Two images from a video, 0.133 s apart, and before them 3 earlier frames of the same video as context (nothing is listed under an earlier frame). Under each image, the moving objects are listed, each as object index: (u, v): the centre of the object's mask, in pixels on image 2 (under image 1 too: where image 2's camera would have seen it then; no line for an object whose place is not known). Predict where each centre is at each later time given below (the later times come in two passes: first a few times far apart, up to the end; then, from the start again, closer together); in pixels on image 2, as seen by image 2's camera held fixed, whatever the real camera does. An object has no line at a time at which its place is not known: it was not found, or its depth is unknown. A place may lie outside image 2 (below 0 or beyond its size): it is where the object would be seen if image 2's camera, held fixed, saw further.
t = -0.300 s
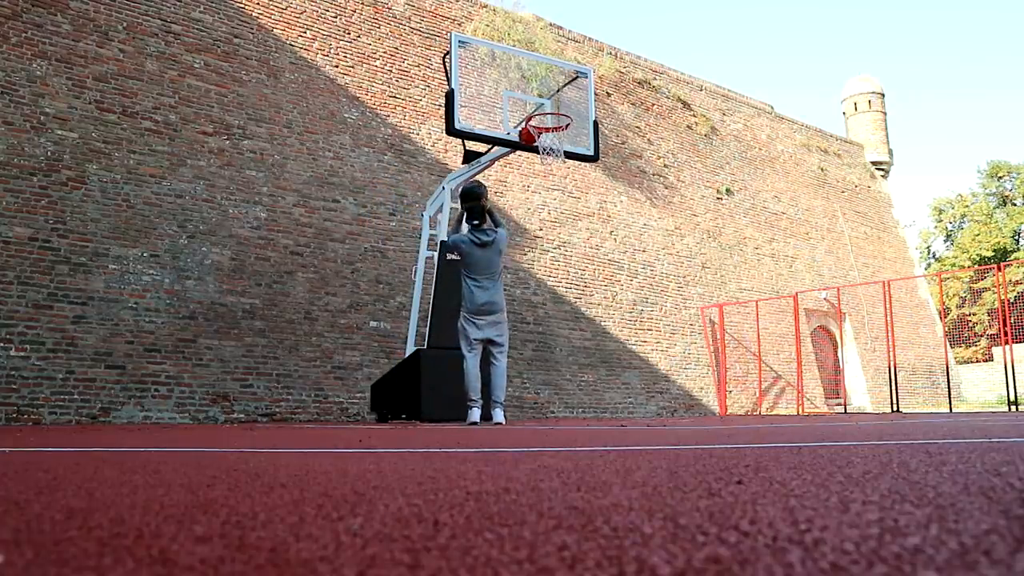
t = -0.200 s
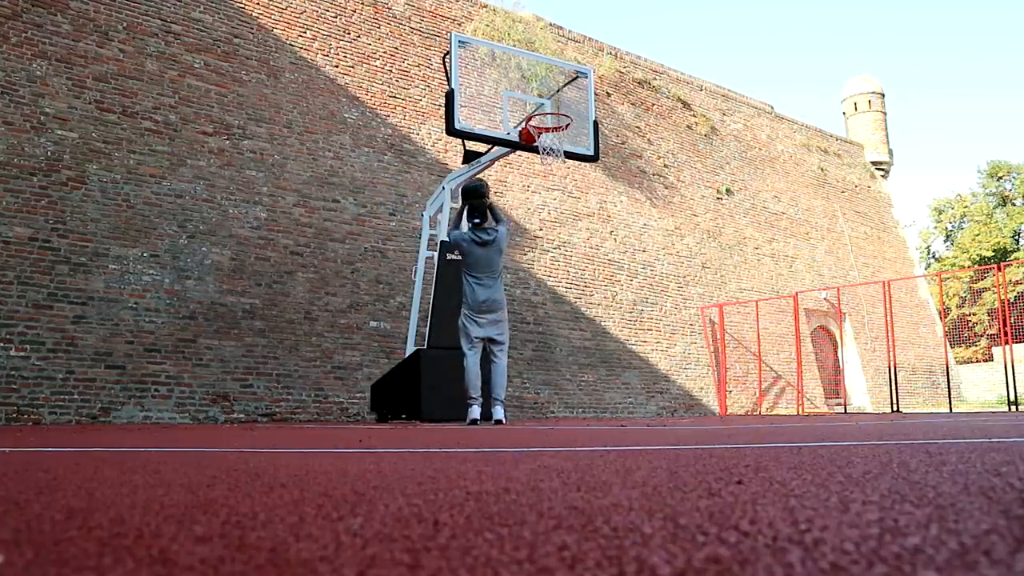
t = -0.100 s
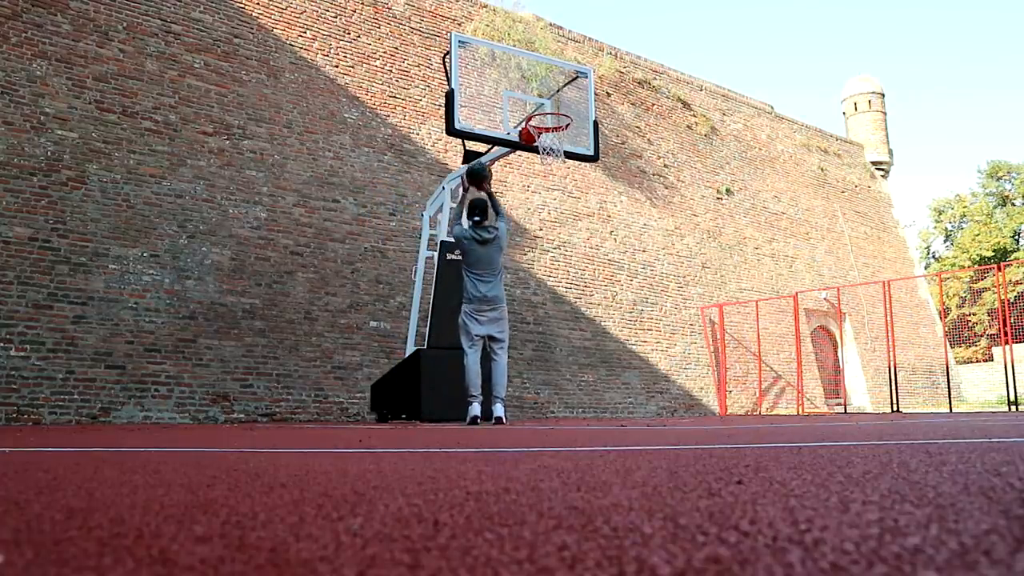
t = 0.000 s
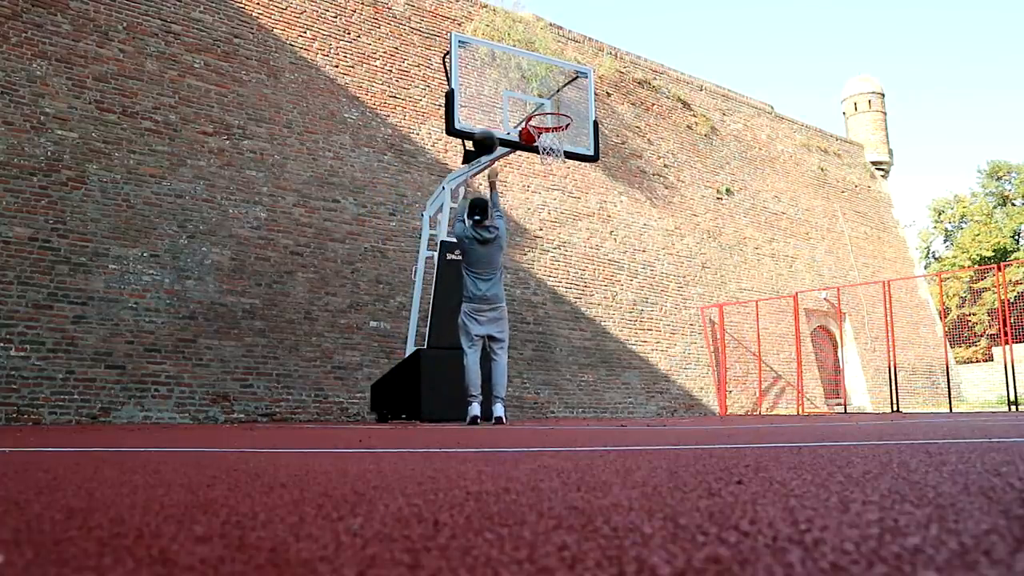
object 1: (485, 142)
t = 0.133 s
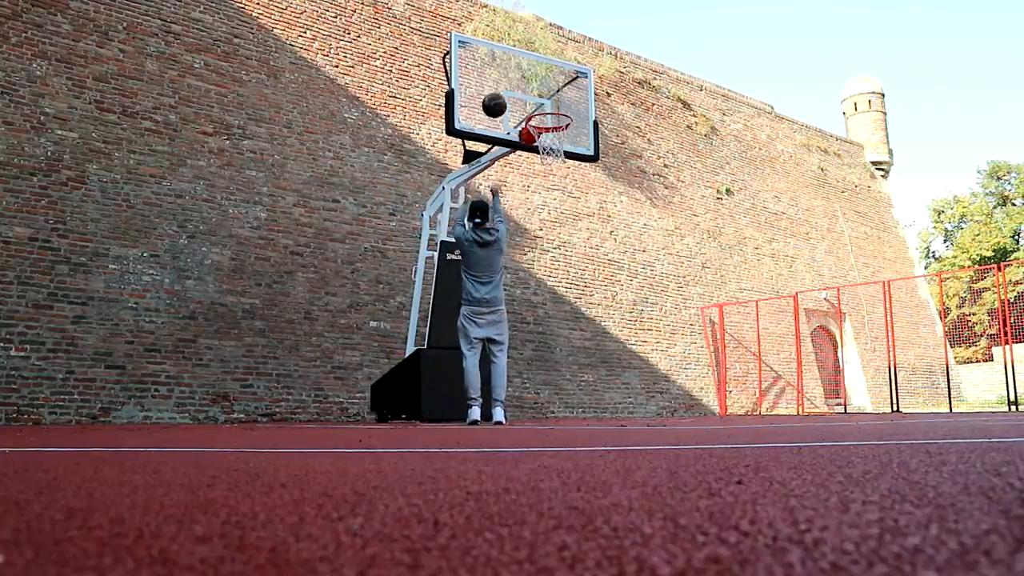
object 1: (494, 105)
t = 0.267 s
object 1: (503, 87)
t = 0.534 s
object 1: (524, 97)
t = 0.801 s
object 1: (564, 140)
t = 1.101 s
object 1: (559, 172)
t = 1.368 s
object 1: (557, 278)
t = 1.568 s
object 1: (559, 411)
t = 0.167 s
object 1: (496, 99)
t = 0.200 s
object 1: (498, 94)
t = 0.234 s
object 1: (501, 90)
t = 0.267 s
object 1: (503, 87)
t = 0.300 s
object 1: (505, 86)
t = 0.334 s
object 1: (507, 85)
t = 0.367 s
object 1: (509, 85)
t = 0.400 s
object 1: (512, 87)
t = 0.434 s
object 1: (514, 89)
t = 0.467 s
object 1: (516, 91)
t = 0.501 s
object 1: (519, 95)
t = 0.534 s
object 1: (524, 97)
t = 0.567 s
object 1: (529, 100)
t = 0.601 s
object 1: (535, 104)
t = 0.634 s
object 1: (540, 109)
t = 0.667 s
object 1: (545, 116)
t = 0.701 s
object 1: (551, 123)
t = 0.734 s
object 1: (557, 131)
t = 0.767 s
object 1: (563, 138)
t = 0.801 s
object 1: (564, 140)
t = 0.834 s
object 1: (564, 139)
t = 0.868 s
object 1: (563, 140)
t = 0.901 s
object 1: (562, 141)
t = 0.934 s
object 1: (561, 143)
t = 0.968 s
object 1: (560, 147)
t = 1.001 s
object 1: (560, 152)
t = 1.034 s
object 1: (560, 158)
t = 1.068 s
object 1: (559, 164)
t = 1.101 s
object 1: (559, 172)
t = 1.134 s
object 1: (559, 181)
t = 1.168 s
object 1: (558, 191)
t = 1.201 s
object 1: (558, 203)
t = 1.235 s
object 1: (557, 215)
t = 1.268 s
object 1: (557, 229)
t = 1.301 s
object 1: (557, 244)
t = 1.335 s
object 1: (557, 260)
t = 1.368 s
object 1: (557, 278)
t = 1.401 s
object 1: (557, 298)
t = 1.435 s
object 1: (557, 319)
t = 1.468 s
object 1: (557, 341)
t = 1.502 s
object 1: (558, 364)
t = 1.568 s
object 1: (559, 411)
